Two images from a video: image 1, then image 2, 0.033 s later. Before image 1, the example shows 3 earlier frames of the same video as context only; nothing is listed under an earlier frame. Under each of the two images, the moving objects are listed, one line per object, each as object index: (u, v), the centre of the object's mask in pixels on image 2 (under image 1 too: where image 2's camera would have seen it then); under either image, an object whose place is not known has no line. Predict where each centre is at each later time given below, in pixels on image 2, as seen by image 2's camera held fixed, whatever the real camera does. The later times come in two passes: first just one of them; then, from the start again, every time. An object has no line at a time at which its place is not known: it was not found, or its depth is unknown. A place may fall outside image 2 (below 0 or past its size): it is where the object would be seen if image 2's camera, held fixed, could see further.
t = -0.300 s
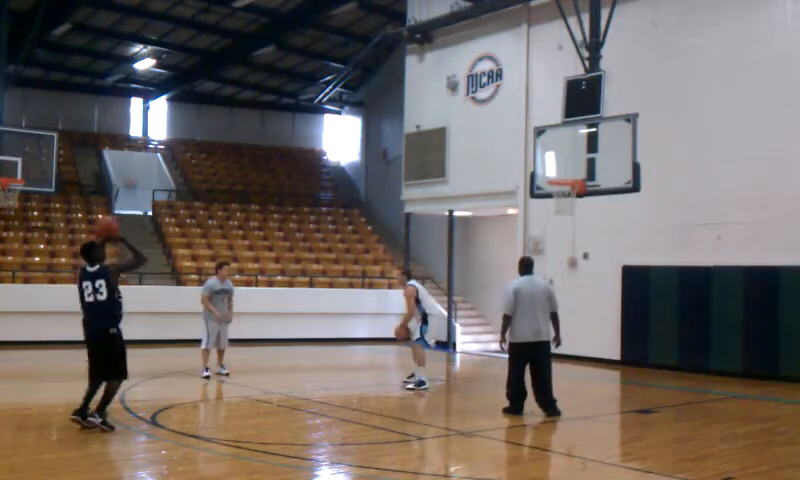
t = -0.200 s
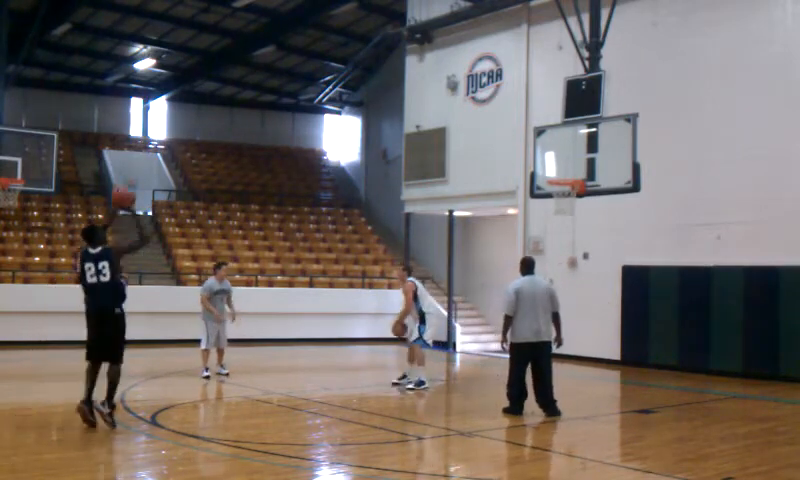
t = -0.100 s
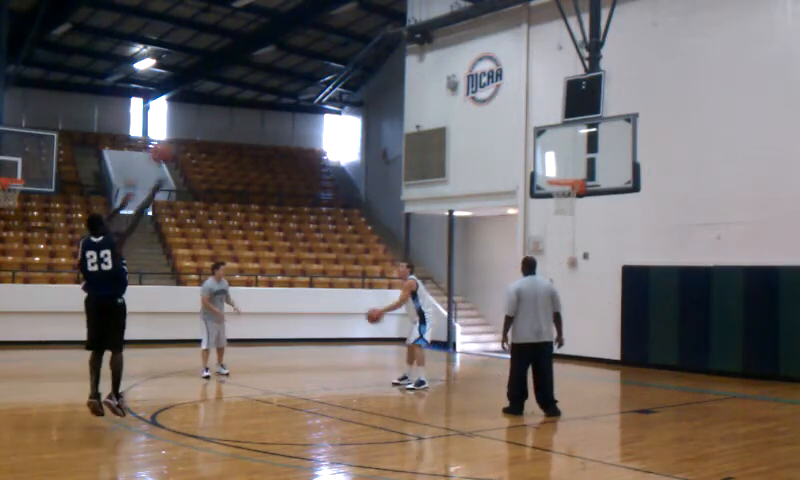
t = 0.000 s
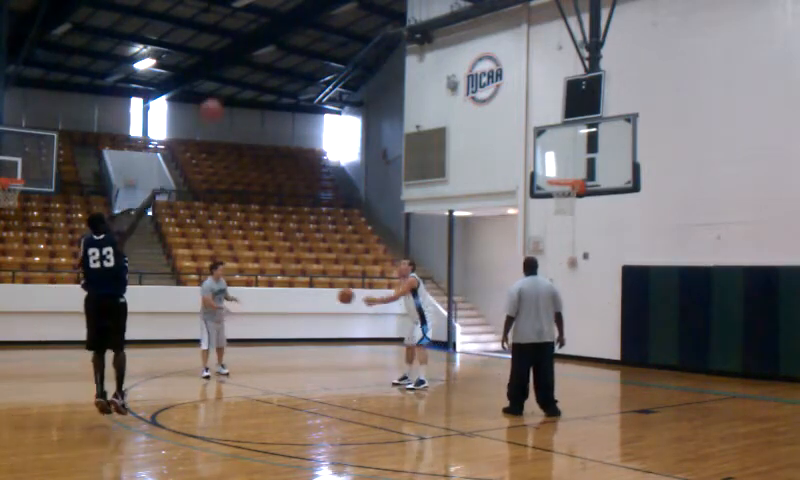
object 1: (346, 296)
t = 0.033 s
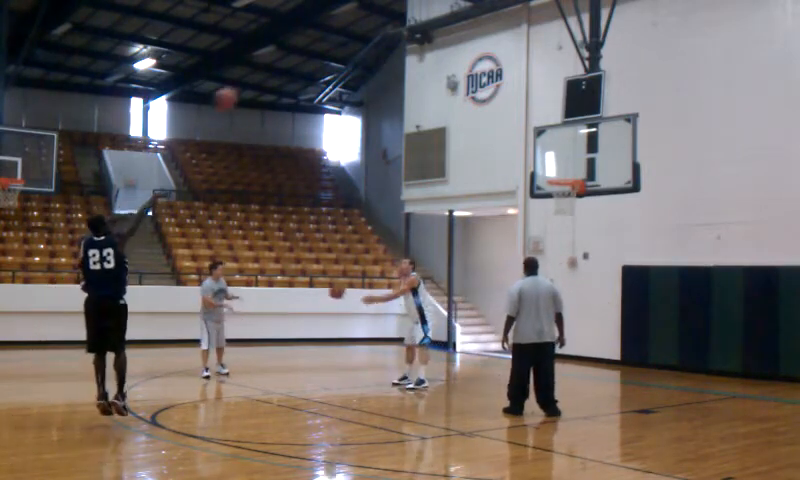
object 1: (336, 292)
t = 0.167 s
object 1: (298, 277)
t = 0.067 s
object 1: (327, 289)
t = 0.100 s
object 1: (317, 285)
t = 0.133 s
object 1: (311, 279)
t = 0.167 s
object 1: (298, 277)
